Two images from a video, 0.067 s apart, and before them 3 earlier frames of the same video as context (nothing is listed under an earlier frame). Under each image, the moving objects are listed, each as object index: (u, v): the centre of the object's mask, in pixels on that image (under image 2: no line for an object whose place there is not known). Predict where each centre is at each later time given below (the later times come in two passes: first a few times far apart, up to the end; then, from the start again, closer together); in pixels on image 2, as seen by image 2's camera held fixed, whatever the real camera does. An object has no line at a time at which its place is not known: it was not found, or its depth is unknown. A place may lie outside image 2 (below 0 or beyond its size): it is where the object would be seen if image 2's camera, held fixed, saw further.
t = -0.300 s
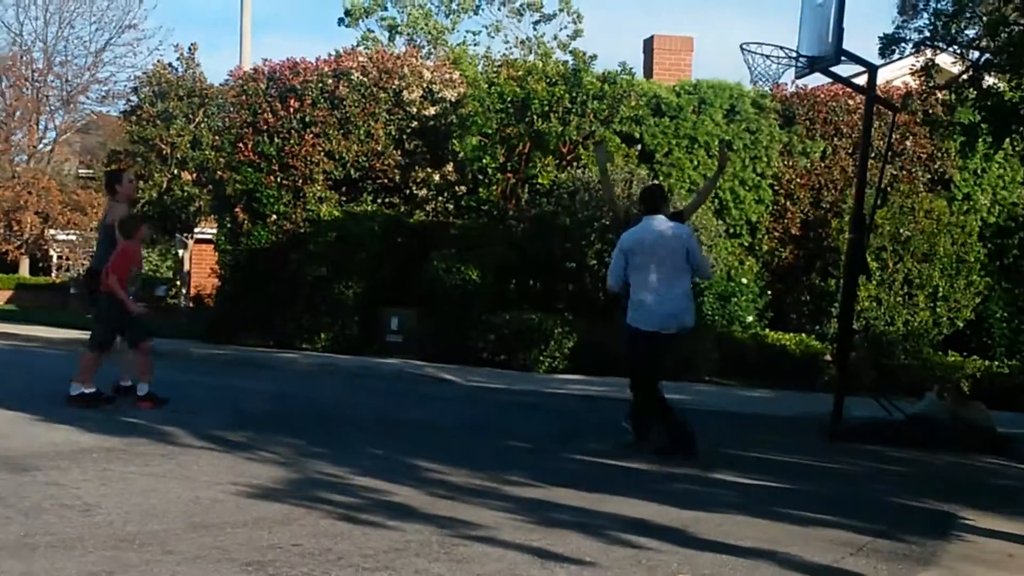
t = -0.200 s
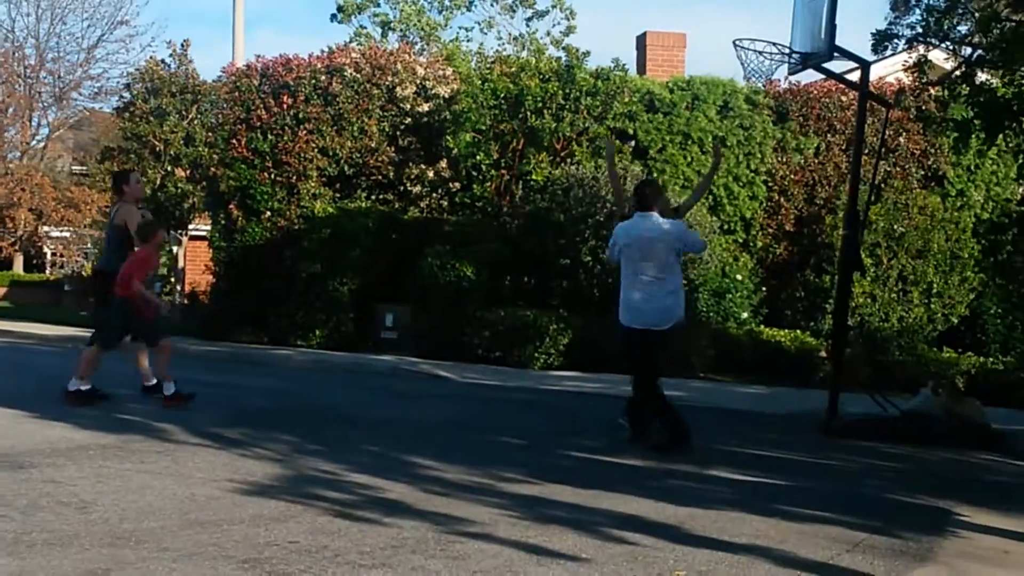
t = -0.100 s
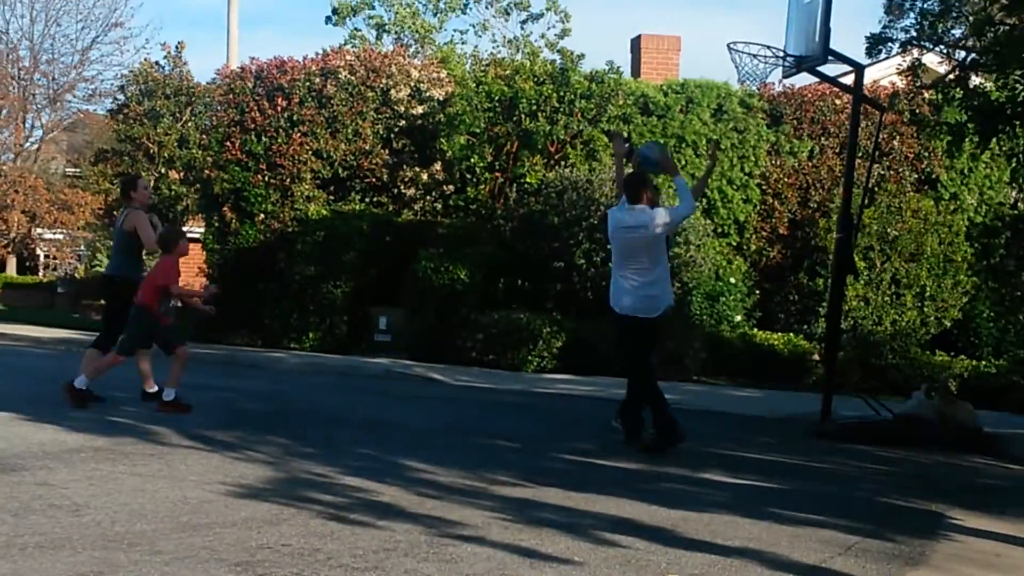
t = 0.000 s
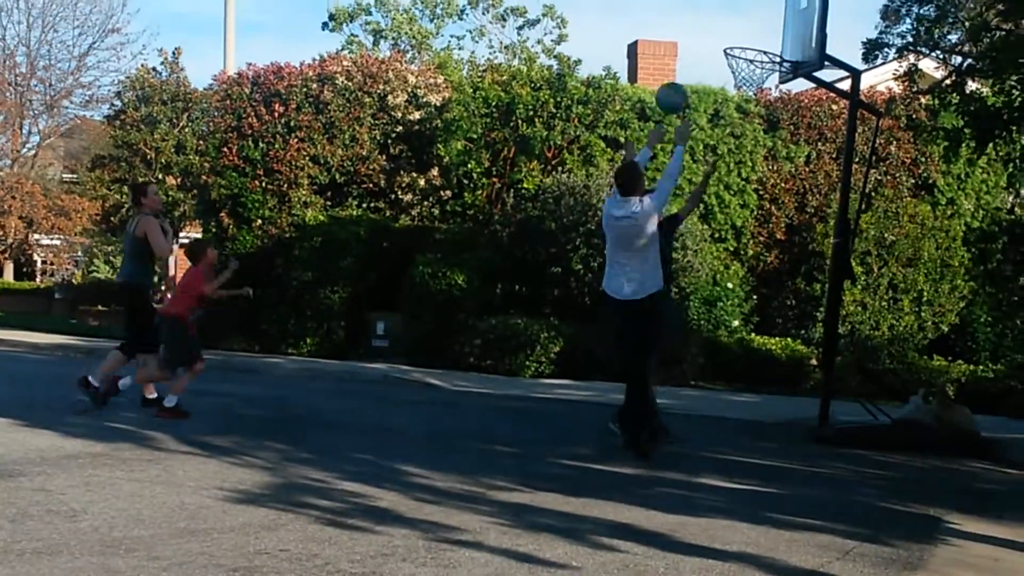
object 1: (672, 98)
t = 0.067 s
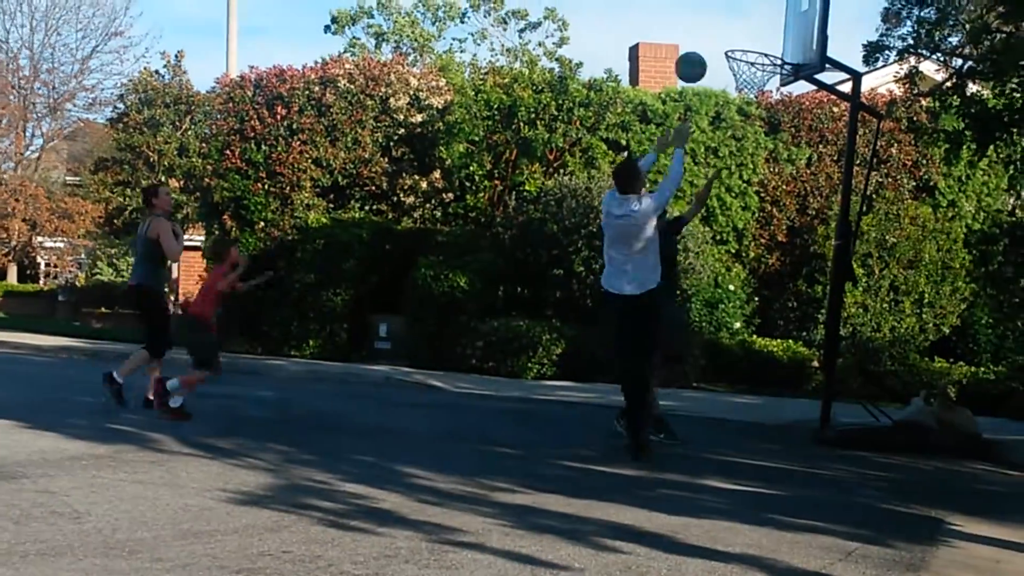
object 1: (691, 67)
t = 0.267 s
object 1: (740, 12)
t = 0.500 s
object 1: (789, 14)
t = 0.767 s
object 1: (748, 47)
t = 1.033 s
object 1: (768, 71)
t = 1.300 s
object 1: (749, 100)
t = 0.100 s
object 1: (699, 53)
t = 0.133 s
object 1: (708, 41)
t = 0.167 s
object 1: (716, 31)
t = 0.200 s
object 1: (724, 22)
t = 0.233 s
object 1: (732, 16)
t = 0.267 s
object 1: (740, 12)
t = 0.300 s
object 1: (747, 11)
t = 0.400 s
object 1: (768, 9)
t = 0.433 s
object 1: (775, 9)
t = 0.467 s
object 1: (782, 11)
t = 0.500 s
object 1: (789, 14)
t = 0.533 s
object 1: (785, 16)
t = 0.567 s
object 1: (777, 20)
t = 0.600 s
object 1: (770, 27)
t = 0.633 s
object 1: (762, 34)
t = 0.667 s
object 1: (755, 43)
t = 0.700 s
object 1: (749, 51)
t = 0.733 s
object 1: (748, 48)
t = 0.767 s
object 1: (748, 47)
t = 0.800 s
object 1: (747, 47)
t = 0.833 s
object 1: (746, 49)
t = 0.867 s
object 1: (749, 50)
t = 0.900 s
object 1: (754, 53)
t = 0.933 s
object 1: (760, 57)
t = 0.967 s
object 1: (763, 61)
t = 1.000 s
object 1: (765, 65)
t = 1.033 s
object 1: (768, 71)
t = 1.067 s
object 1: (770, 78)
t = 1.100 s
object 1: (771, 83)
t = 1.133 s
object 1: (769, 85)
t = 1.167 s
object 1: (766, 86)
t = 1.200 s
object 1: (762, 87)
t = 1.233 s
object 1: (757, 90)
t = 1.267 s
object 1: (753, 94)
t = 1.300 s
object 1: (749, 100)
